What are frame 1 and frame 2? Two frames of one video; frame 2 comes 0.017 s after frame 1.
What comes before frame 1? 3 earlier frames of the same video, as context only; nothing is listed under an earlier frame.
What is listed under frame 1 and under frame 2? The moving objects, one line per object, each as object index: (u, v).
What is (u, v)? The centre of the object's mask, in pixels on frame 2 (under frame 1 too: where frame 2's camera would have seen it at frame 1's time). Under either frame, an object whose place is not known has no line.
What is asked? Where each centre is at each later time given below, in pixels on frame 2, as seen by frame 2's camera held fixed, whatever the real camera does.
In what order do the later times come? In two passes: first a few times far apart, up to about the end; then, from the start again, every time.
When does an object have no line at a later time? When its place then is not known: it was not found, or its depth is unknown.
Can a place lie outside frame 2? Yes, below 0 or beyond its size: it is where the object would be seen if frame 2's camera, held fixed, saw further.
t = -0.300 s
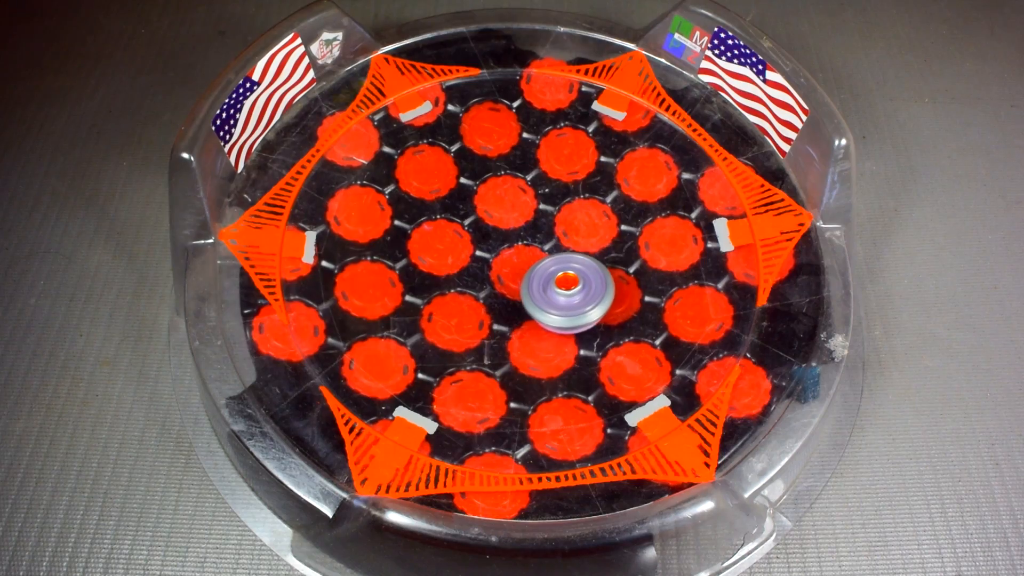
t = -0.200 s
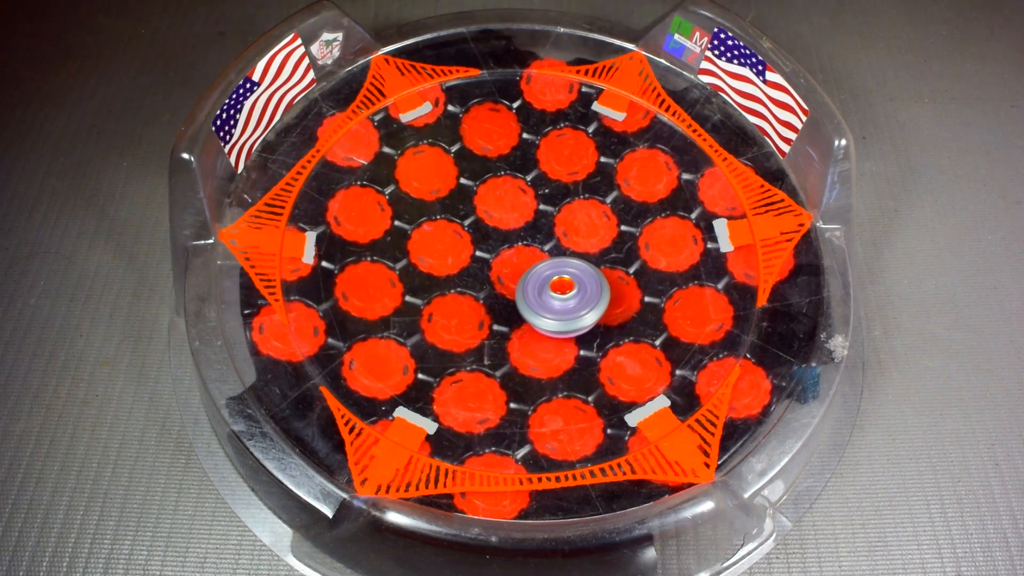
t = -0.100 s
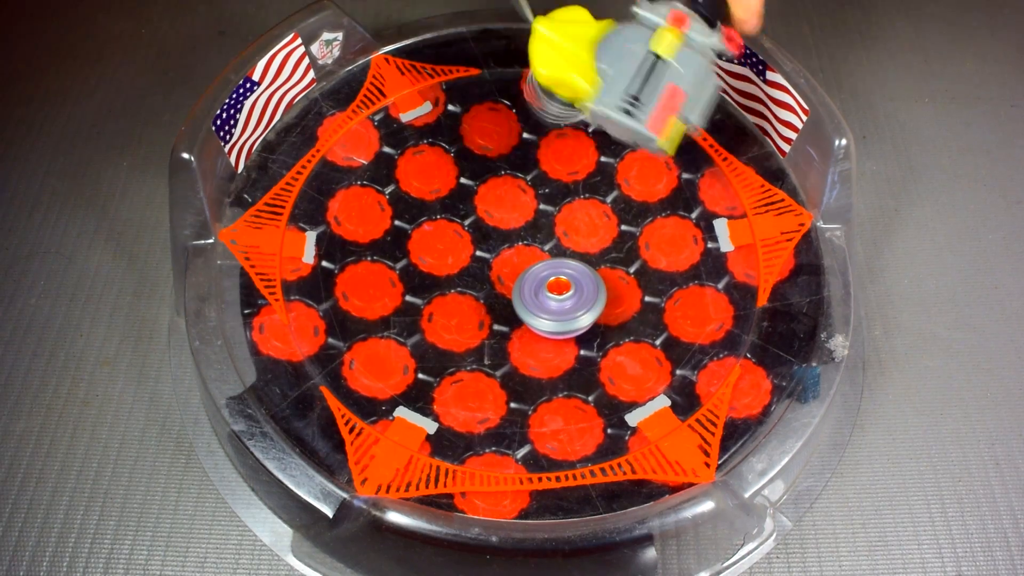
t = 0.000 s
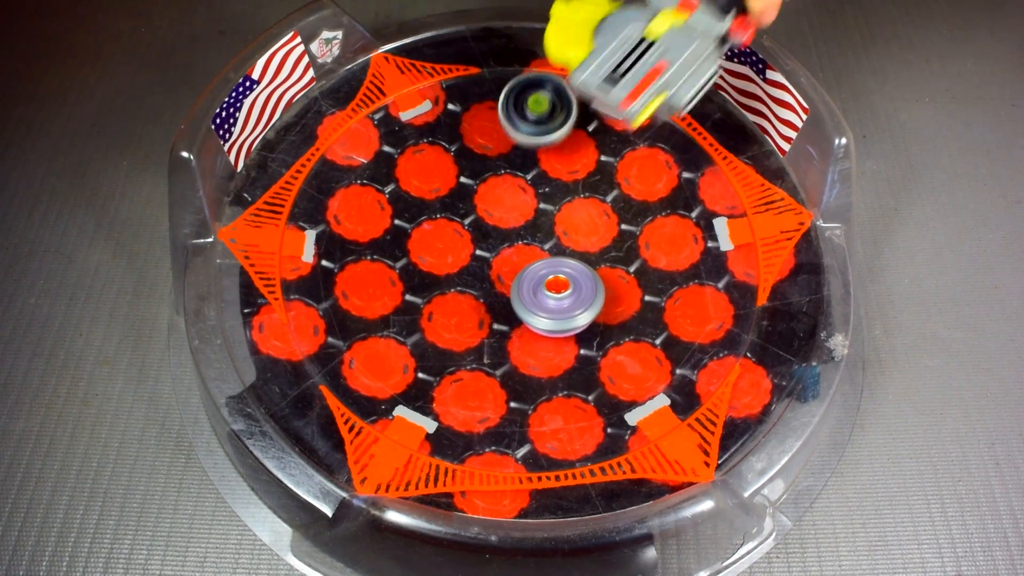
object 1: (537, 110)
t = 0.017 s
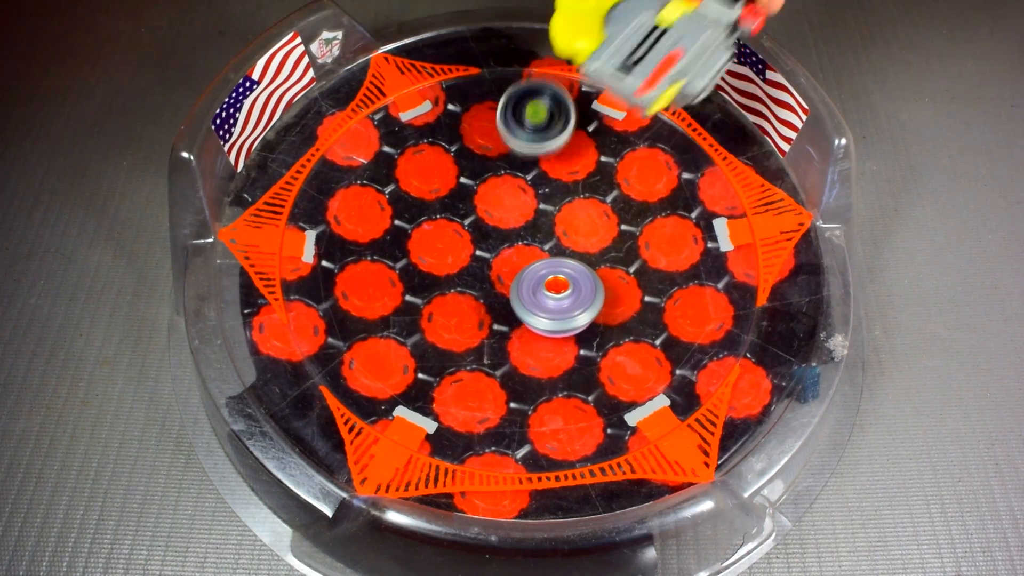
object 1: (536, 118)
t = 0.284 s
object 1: (727, 198)
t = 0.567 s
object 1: (725, 121)
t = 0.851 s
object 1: (554, 210)
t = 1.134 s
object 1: (650, 145)
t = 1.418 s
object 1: (674, 397)
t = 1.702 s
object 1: (815, 248)
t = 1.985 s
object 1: (569, 262)
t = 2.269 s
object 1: (632, 458)
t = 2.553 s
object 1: (628, 243)
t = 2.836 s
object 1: (333, 371)
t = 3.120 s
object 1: (653, 327)
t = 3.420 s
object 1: (360, 134)
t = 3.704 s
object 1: (501, 430)
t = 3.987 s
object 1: (622, 122)
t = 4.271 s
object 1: (314, 170)
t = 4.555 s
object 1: (624, 319)
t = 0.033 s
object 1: (534, 129)
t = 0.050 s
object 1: (533, 142)
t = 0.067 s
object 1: (540, 149)
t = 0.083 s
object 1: (548, 159)
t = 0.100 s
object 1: (555, 173)
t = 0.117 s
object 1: (566, 183)
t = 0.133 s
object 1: (578, 191)
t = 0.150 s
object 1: (591, 200)
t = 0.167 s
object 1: (607, 206)
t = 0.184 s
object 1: (623, 211)
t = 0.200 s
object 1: (641, 213)
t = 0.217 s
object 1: (658, 214)
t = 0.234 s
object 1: (675, 212)
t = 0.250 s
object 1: (693, 209)
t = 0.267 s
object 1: (710, 205)
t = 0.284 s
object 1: (727, 198)
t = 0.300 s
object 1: (742, 189)
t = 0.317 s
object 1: (745, 178)
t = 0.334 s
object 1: (746, 170)
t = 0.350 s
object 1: (745, 166)
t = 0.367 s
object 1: (744, 164)
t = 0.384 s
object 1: (747, 157)
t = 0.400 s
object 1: (751, 152)
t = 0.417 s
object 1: (750, 147)
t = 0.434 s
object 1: (743, 145)
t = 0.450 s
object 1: (737, 143)
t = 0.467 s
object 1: (733, 140)
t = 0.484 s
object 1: (730, 137)
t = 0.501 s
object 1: (728, 134)
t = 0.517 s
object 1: (726, 131)
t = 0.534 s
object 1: (726, 127)
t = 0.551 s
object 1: (726, 124)
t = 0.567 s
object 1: (725, 121)
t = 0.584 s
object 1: (724, 119)
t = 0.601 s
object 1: (722, 117)
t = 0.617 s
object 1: (719, 116)
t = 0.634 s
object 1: (714, 115)
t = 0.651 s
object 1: (709, 116)
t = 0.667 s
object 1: (702, 117)
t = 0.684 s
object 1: (693, 120)
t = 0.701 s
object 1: (684, 123)
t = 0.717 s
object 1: (673, 128)
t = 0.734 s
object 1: (660, 134)
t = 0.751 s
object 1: (646, 141)
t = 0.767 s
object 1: (632, 148)
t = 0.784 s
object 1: (615, 158)
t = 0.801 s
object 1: (597, 168)
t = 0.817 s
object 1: (582, 181)
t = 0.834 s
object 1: (567, 195)
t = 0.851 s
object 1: (554, 210)
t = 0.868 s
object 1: (562, 207)
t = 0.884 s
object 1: (587, 188)
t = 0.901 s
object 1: (612, 169)
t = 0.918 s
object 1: (636, 156)
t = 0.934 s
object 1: (657, 146)
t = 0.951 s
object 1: (680, 137)
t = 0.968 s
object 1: (693, 125)
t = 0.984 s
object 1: (701, 115)
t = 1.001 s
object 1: (707, 108)
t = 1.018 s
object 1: (709, 104)
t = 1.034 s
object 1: (704, 105)
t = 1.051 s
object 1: (697, 107)
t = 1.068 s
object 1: (688, 112)
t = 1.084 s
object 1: (681, 117)
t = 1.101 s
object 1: (670, 126)
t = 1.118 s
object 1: (661, 133)
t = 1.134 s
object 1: (650, 145)
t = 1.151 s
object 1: (639, 155)
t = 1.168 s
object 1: (625, 168)
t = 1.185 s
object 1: (612, 181)
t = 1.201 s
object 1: (601, 198)
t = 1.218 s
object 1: (591, 215)
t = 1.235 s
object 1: (584, 231)
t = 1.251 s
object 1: (578, 249)
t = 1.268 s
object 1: (574, 267)
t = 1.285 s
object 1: (573, 285)
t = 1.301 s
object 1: (575, 302)
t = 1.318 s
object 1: (580, 318)
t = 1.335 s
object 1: (588, 334)
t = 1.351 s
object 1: (599, 349)
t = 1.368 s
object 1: (613, 363)
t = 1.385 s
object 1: (631, 375)
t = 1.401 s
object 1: (650, 387)
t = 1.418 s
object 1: (674, 397)
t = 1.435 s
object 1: (696, 392)
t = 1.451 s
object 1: (712, 378)
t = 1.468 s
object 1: (726, 368)
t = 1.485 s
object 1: (738, 359)
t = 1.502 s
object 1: (751, 352)
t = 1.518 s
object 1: (766, 344)
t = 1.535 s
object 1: (781, 337)
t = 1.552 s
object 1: (796, 332)
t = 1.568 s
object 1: (810, 324)
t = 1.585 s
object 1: (816, 311)
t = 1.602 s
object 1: (818, 296)
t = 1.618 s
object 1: (818, 286)
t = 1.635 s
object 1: (817, 278)
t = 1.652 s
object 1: (817, 268)
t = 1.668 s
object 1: (817, 260)
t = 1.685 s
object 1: (817, 253)
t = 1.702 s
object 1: (815, 248)
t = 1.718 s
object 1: (813, 244)
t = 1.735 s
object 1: (810, 241)
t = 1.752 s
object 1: (804, 239)
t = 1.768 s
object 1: (796, 237)
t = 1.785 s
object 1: (787, 234)
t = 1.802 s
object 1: (776, 231)
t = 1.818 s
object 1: (763, 229)
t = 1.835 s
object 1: (749, 228)
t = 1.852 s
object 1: (733, 227)
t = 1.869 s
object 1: (716, 226)
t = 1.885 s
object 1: (696, 227)
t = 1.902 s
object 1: (674, 231)
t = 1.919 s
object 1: (654, 234)
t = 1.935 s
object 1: (631, 239)
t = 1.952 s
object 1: (609, 246)
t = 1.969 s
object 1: (589, 254)
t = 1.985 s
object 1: (569, 262)
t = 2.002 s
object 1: (550, 272)
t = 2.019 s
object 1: (535, 283)
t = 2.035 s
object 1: (522, 295)
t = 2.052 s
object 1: (512, 308)
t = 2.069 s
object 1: (503, 322)
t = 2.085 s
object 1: (498, 336)
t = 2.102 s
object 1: (496, 352)
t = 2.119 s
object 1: (496, 369)
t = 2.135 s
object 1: (501, 386)
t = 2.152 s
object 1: (508, 406)
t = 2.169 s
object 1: (518, 425)
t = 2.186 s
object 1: (530, 445)
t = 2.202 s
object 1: (550, 451)
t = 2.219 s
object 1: (571, 450)
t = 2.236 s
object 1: (592, 452)
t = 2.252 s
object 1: (612, 456)
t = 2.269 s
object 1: (632, 458)
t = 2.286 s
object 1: (648, 450)
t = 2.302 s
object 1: (660, 440)
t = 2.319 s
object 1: (671, 432)
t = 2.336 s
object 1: (681, 424)
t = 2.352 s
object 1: (692, 415)
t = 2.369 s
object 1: (703, 404)
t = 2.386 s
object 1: (711, 391)
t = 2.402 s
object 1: (716, 377)
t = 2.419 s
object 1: (719, 363)
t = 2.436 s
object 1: (719, 348)
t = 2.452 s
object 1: (715, 331)
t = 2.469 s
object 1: (707, 315)
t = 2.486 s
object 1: (698, 300)
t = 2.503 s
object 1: (684, 283)
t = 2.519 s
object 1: (668, 268)
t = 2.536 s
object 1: (650, 255)
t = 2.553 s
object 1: (628, 243)
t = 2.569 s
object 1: (606, 233)
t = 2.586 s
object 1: (582, 224)
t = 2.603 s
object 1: (559, 218)
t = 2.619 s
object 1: (531, 214)
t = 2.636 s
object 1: (507, 214)
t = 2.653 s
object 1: (484, 215)
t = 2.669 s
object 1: (456, 219)
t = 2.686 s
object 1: (434, 226)
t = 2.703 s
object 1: (412, 234)
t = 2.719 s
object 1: (392, 244)
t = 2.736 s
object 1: (373, 257)
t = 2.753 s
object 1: (357, 272)
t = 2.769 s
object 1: (343, 290)
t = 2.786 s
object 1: (330, 310)
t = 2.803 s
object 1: (318, 333)
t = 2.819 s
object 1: (317, 353)
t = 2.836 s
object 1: (333, 371)
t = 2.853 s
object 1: (351, 390)
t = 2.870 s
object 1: (371, 411)
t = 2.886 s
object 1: (388, 433)
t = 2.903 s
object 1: (404, 451)
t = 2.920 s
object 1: (431, 457)
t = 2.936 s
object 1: (461, 461)
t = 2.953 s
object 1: (488, 464)
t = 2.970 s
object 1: (513, 459)
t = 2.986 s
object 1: (538, 453)
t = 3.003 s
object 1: (562, 444)
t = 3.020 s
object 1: (583, 434)
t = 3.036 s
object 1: (600, 421)
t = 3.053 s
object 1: (616, 406)
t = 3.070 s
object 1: (630, 386)
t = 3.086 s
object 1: (639, 368)
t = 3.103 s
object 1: (648, 350)
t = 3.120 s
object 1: (653, 327)
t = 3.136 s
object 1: (655, 307)
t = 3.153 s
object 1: (653, 283)
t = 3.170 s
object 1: (649, 264)
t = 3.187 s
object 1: (640, 240)
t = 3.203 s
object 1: (627, 219)
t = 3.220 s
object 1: (614, 200)
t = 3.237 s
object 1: (598, 183)
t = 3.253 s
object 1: (578, 167)
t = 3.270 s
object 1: (560, 153)
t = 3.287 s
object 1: (540, 142)
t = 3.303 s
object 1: (520, 136)
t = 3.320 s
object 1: (496, 129)
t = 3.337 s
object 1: (474, 125)
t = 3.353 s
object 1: (450, 122)
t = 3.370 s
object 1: (424, 122)
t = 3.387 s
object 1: (405, 125)
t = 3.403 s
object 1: (382, 129)
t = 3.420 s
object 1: (360, 134)
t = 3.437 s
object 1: (340, 141)
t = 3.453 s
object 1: (321, 149)
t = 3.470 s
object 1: (305, 163)
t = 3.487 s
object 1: (296, 186)
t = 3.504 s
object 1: (289, 211)
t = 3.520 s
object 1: (288, 239)
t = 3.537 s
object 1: (288, 266)
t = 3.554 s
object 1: (298, 300)
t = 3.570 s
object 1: (309, 324)
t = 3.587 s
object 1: (323, 347)
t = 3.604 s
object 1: (342, 372)
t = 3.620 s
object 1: (364, 391)
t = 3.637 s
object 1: (388, 407)
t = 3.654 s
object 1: (415, 418)
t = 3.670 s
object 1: (443, 427)
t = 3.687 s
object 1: (474, 430)
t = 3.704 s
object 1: (501, 430)
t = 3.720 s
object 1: (529, 424)
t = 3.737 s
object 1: (555, 418)
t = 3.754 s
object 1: (580, 405)
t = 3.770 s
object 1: (603, 392)
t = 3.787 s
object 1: (624, 376)
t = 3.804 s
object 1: (641, 358)
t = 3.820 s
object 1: (657, 336)
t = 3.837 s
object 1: (669, 314)
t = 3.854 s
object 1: (675, 292)
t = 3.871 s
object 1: (679, 268)
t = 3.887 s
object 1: (678, 242)
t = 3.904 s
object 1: (675, 220)
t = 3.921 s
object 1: (668, 196)
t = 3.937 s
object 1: (659, 174)
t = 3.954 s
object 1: (651, 156)
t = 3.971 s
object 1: (638, 139)
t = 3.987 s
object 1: (622, 122)
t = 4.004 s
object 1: (607, 110)
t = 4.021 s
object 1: (589, 97)
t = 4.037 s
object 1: (569, 85)
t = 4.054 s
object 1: (551, 78)
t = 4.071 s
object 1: (531, 70)
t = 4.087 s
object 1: (513, 64)
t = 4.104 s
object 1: (493, 59)
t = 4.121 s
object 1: (472, 60)
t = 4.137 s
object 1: (452, 68)
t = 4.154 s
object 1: (429, 81)
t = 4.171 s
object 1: (408, 94)
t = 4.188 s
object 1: (385, 104)
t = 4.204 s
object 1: (366, 115)
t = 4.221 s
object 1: (349, 127)
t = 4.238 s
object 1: (335, 139)
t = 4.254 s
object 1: (324, 154)
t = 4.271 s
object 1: (314, 170)
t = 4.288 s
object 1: (309, 187)
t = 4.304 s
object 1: (307, 206)
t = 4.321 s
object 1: (310, 225)
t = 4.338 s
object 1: (315, 243)
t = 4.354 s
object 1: (325, 263)
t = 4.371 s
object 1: (341, 282)
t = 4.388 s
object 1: (357, 299)
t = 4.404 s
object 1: (378, 315)
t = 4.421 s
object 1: (402, 329)
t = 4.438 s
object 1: (429, 339)
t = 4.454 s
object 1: (457, 346)
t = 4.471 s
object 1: (486, 349)
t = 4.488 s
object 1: (516, 349)
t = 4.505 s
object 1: (544, 347)
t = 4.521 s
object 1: (573, 340)
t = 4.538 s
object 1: (600, 332)
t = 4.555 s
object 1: (624, 319)
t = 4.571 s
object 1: (645, 305)
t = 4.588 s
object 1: (662, 288)
